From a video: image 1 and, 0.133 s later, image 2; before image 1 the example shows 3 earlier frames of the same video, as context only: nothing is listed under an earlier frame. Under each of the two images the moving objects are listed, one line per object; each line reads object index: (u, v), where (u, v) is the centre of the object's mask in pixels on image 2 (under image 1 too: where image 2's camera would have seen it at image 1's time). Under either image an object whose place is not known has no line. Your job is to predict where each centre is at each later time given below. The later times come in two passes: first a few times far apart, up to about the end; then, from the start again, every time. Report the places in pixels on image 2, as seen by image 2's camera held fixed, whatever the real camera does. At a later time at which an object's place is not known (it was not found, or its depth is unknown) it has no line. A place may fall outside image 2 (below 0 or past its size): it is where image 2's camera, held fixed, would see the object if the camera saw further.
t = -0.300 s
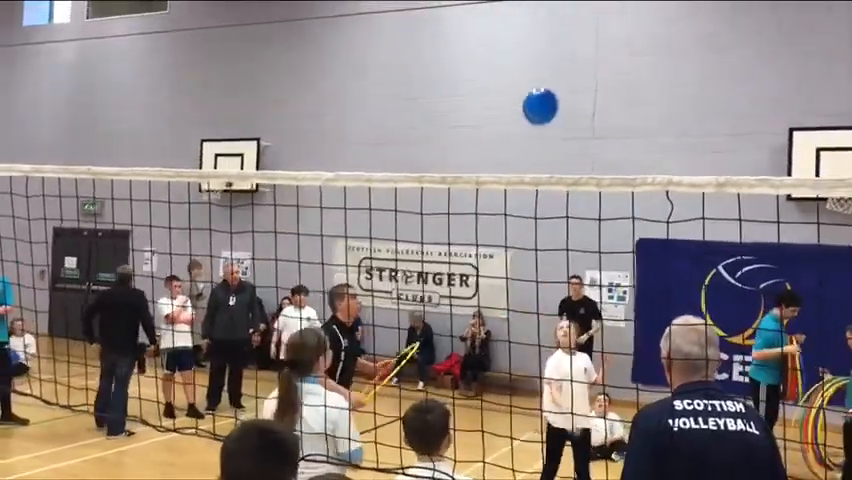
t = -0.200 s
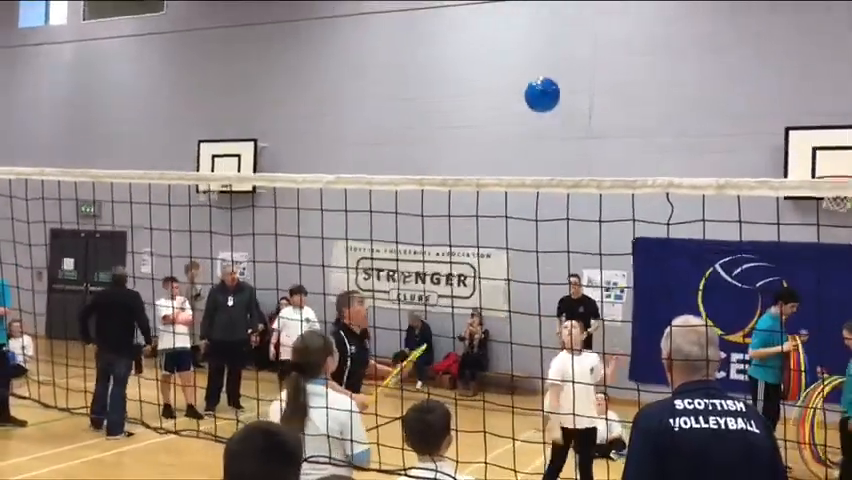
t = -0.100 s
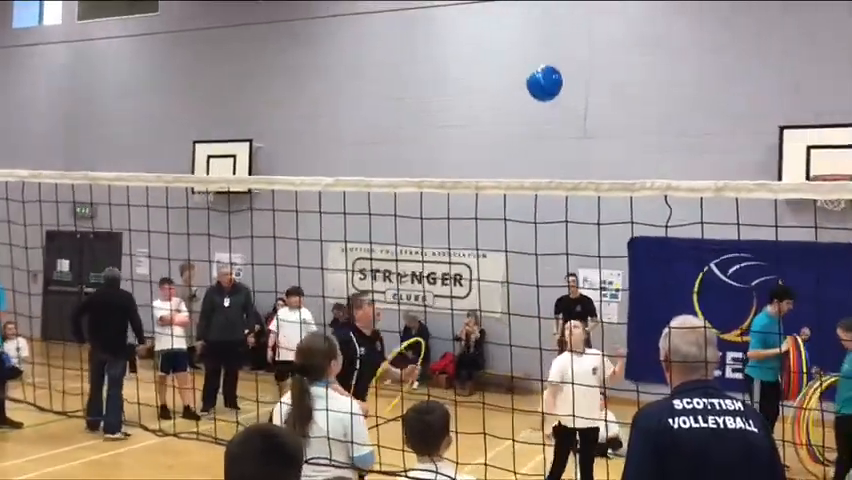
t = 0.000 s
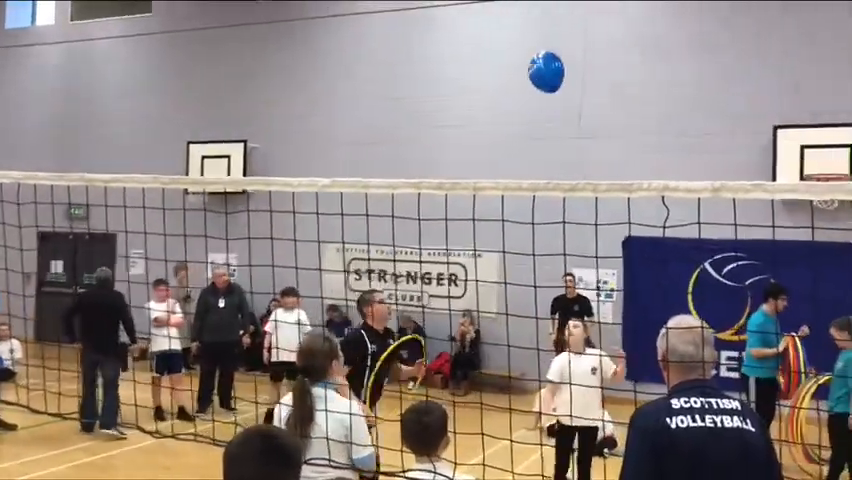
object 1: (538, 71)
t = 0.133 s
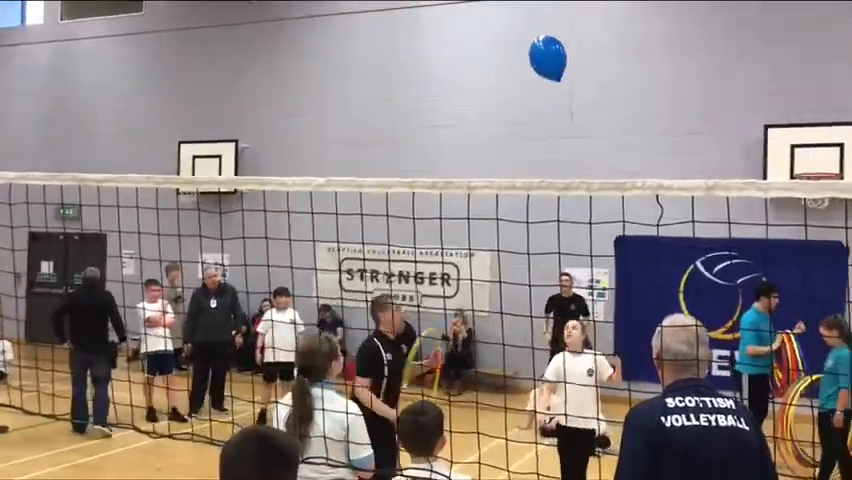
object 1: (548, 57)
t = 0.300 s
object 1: (559, 45)
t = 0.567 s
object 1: (576, 37)
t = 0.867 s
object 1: (592, 48)
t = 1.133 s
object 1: (602, 78)
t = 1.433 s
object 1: (609, 126)
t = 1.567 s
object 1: (611, 149)
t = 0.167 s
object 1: (550, 54)
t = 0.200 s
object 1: (553, 52)
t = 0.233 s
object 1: (555, 49)
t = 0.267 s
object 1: (557, 47)
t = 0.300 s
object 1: (559, 45)
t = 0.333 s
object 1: (561, 43)
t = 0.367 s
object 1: (564, 41)
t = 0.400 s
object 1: (566, 40)
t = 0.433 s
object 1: (568, 39)
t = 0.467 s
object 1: (570, 38)
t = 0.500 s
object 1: (571, 38)
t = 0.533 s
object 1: (574, 37)
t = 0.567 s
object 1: (576, 37)
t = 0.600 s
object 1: (578, 37)
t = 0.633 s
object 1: (580, 37)
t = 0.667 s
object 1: (582, 37)
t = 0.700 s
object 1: (584, 38)
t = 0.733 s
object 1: (585, 39)
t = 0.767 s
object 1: (587, 41)
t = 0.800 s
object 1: (589, 43)
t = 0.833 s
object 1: (590, 45)
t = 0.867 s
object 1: (592, 48)
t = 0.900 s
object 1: (593, 51)
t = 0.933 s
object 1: (595, 54)
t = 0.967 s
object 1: (596, 57)
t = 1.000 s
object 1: (598, 61)
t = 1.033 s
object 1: (599, 65)
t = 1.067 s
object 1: (600, 69)
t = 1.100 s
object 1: (601, 73)
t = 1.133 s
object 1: (602, 78)
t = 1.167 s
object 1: (603, 83)
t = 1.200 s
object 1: (604, 88)
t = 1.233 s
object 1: (605, 93)
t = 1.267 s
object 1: (606, 98)
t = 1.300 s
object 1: (606, 104)
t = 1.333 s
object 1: (607, 109)
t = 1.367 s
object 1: (608, 115)
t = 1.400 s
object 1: (609, 121)
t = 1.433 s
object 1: (609, 126)
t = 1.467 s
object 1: (610, 132)
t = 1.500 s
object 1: (610, 138)
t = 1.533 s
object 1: (611, 144)
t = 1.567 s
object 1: (611, 149)
